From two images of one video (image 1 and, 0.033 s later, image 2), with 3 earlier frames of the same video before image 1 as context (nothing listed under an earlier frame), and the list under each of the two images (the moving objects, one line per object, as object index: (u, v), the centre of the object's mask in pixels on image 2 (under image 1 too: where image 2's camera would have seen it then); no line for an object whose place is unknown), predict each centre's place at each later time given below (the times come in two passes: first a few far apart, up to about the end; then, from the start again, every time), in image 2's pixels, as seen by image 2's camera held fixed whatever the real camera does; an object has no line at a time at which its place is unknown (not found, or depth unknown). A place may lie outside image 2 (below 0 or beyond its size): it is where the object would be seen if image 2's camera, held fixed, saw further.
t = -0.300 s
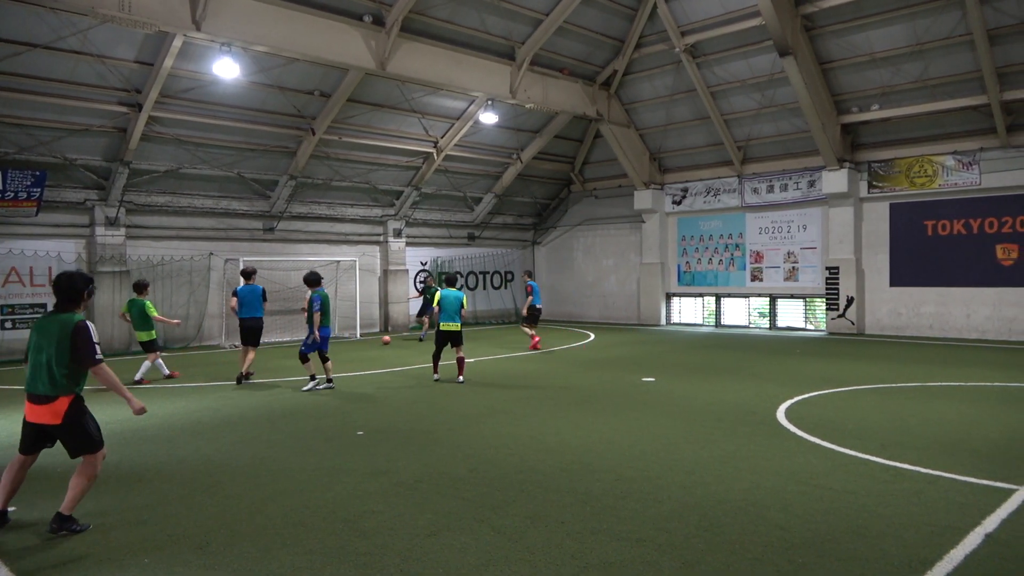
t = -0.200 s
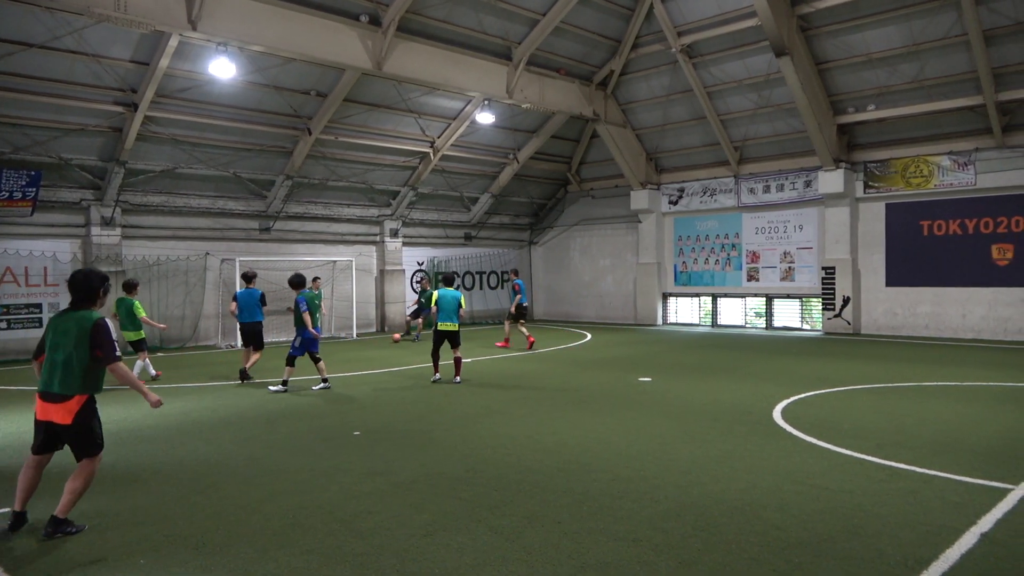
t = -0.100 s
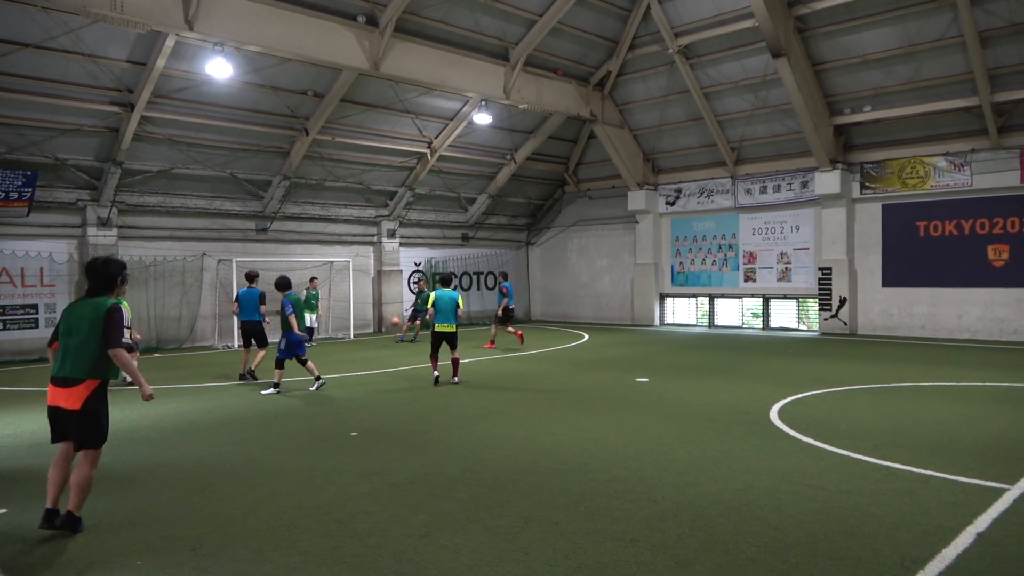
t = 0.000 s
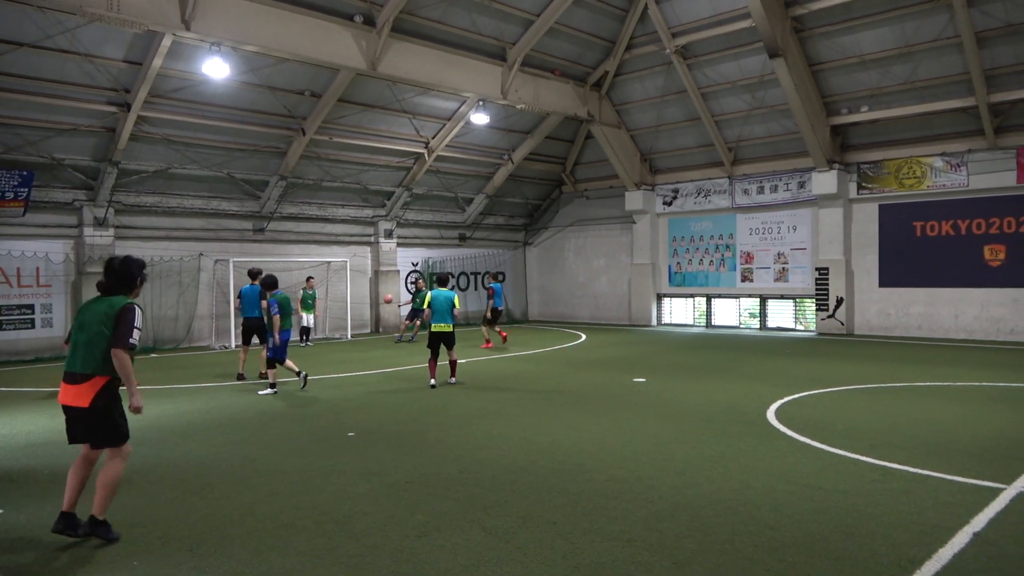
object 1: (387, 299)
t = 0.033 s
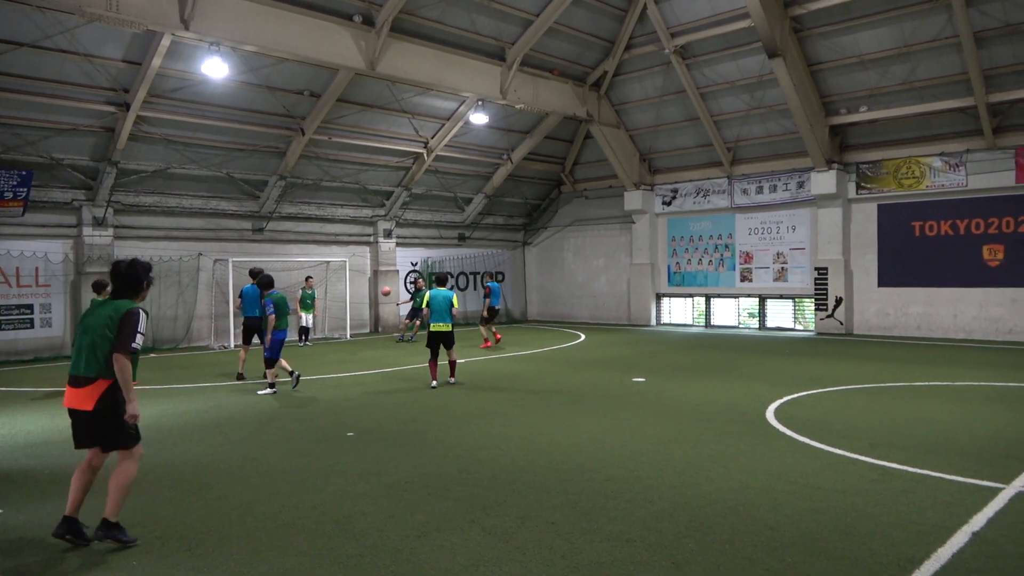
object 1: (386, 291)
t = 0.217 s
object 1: (379, 255)
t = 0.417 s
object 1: (373, 224)
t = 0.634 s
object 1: (368, 207)
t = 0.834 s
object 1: (364, 217)
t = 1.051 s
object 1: (362, 276)
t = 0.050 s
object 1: (385, 287)
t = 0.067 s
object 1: (385, 284)
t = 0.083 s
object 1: (384, 280)
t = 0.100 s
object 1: (384, 277)
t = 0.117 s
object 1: (383, 274)
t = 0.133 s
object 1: (382, 270)
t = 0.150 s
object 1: (381, 267)
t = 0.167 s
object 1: (381, 263)
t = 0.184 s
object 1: (381, 260)
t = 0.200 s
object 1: (380, 257)
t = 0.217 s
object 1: (379, 255)
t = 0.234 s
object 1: (378, 252)
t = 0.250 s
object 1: (378, 249)
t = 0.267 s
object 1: (377, 246)
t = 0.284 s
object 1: (377, 243)
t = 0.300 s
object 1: (376, 240)
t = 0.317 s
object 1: (376, 237)
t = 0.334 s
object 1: (375, 236)
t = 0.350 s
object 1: (375, 233)
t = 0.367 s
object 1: (374, 231)
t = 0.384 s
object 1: (374, 228)
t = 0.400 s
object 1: (374, 226)
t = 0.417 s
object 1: (373, 224)
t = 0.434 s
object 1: (373, 222)
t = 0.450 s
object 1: (372, 220)
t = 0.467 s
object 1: (372, 219)
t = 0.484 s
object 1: (371, 216)
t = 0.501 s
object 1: (371, 215)
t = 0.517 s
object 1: (370, 214)
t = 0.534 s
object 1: (370, 212)
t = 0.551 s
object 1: (370, 211)
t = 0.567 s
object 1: (369, 210)
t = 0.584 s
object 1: (369, 210)
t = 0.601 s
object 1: (368, 209)
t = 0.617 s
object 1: (368, 208)
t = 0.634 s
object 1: (368, 207)
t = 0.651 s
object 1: (367, 207)
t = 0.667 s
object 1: (367, 207)
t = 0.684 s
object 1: (367, 207)
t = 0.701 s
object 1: (366, 208)
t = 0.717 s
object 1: (366, 208)
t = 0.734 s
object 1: (365, 208)
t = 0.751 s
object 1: (365, 209)
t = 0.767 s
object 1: (365, 210)
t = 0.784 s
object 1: (365, 212)
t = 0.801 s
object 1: (365, 213)
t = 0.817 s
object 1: (364, 215)
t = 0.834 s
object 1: (364, 217)
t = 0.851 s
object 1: (364, 219)
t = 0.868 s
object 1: (363, 222)
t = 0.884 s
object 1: (364, 225)
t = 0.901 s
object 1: (363, 228)
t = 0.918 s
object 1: (363, 232)
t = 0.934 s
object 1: (363, 237)
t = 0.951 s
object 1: (362, 241)
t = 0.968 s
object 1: (362, 245)
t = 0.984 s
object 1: (362, 250)
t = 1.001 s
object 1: (362, 256)
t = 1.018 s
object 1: (362, 262)
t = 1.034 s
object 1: (362, 269)
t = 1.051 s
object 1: (362, 276)
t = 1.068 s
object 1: (362, 284)
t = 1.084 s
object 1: (361, 292)
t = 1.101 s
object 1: (361, 301)
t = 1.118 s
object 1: (362, 310)
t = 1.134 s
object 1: (361, 321)
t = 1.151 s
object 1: (362, 332)
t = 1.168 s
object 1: (368, 344)
